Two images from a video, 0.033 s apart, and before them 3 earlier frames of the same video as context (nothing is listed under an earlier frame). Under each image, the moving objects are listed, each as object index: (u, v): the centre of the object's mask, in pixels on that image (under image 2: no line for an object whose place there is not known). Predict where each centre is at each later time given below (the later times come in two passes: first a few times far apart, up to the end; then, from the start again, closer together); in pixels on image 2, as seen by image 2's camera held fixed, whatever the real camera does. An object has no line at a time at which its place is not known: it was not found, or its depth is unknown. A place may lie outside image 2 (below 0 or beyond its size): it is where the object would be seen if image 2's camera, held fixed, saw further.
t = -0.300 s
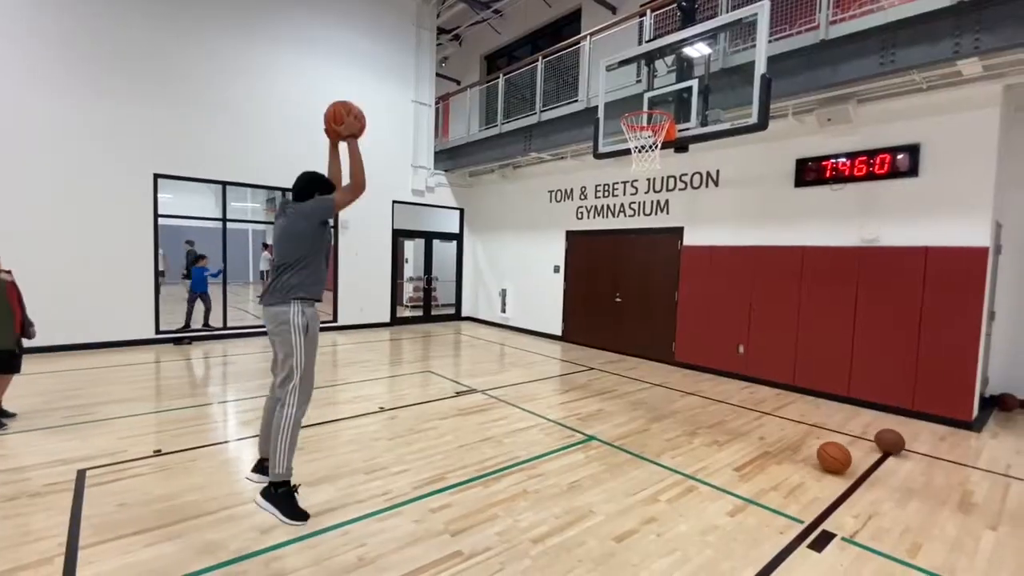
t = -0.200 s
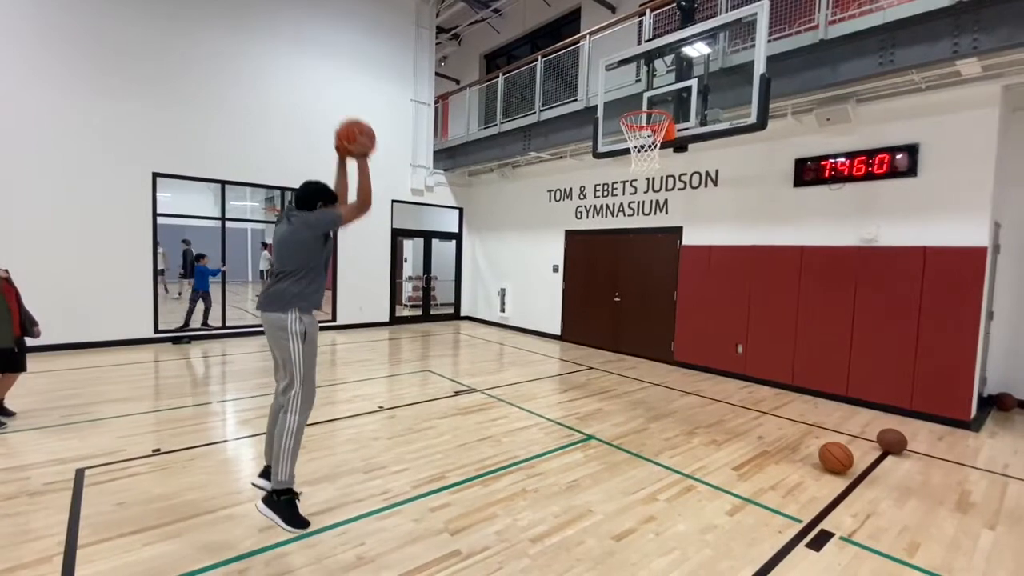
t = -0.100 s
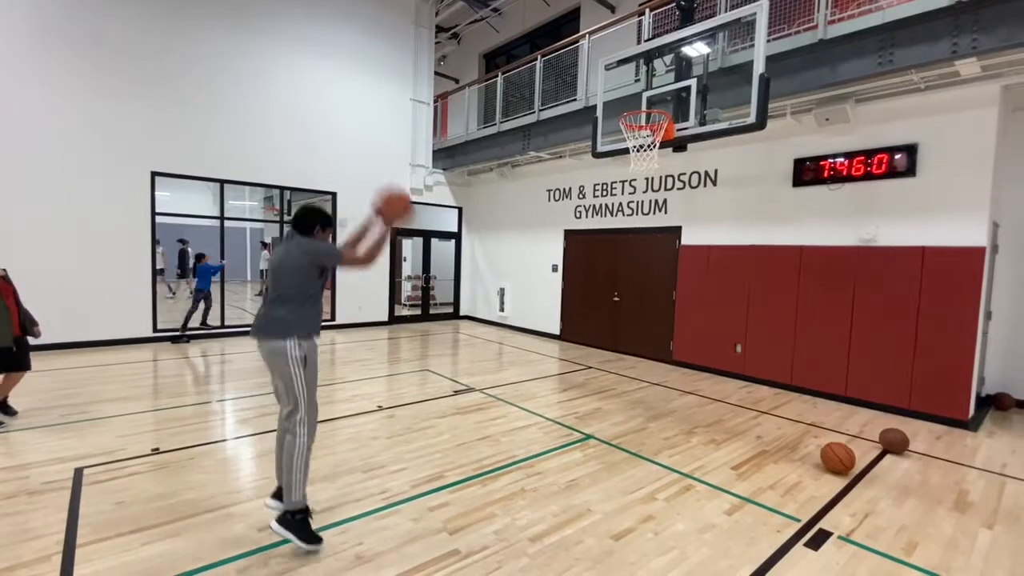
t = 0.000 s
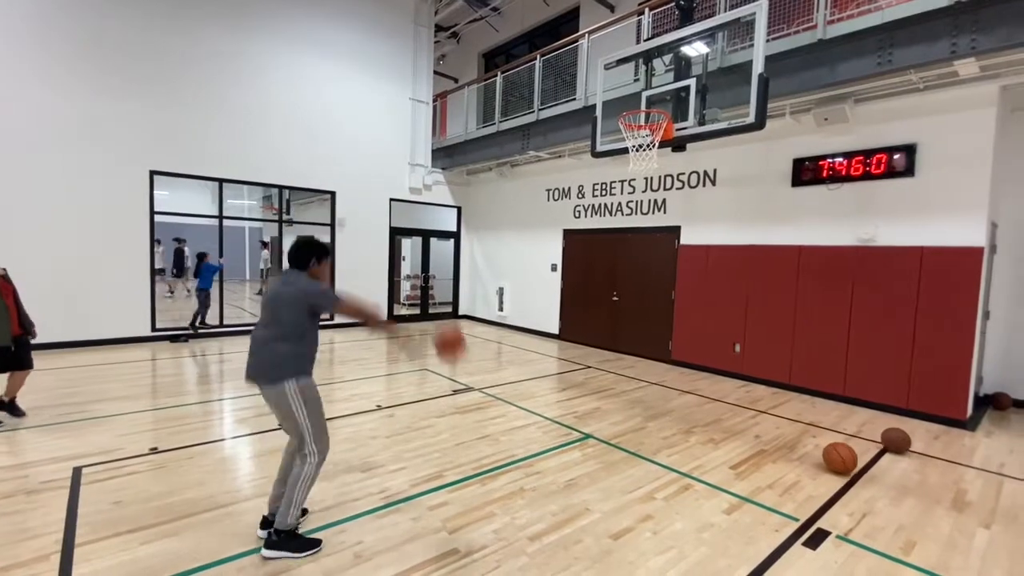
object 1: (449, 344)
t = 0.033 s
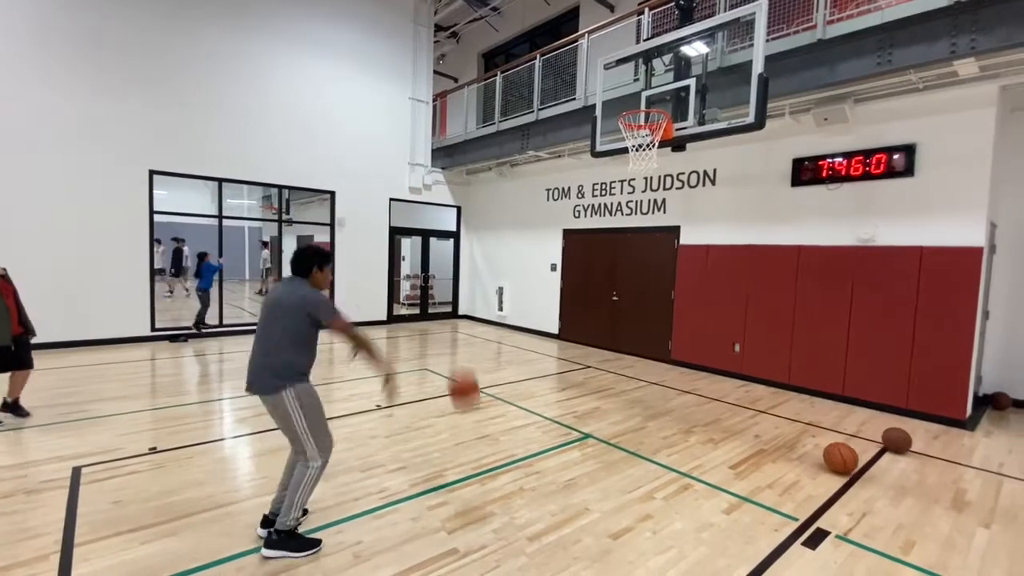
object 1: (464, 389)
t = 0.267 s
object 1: (525, 286)
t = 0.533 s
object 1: (579, 118)
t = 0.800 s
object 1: (622, 49)
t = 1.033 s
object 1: (653, 57)
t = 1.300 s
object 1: (655, 90)
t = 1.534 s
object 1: (632, 111)
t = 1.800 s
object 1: (665, 142)
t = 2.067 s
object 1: (646, 184)
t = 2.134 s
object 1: (640, 205)
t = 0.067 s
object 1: (477, 434)
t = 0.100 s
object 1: (488, 449)
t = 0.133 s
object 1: (496, 413)
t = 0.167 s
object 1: (503, 377)
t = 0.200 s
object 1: (511, 346)
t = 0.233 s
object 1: (518, 314)
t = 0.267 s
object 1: (525, 286)
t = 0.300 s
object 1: (532, 259)
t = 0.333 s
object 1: (539, 234)
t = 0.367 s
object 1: (546, 212)
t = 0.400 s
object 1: (553, 190)
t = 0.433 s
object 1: (559, 170)
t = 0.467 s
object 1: (566, 151)
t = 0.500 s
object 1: (573, 132)
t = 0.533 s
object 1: (579, 118)
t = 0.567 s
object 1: (584, 105)
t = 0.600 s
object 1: (591, 92)
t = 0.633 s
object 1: (596, 81)
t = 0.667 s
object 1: (601, 72)
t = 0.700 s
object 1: (607, 64)
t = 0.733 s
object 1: (612, 58)
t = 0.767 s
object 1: (617, 53)
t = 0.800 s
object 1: (622, 49)
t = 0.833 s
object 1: (627, 47)
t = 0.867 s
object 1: (632, 46)
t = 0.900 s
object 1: (636, 45)
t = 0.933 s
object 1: (640, 46)
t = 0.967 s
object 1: (645, 49)
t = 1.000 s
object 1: (649, 53)
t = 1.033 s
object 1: (653, 57)
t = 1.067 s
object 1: (657, 61)
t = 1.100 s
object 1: (661, 68)
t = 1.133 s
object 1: (664, 77)
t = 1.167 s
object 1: (665, 82)
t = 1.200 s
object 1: (663, 82)
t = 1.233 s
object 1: (661, 84)
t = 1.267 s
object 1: (658, 86)
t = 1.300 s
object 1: (655, 90)
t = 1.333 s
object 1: (652, 94)
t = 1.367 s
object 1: (648, 98)
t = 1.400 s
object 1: (646, 102)
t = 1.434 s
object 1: (643, 103)
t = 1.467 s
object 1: (639, 106)
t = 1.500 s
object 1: (635, 108)
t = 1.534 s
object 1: (632, 111)
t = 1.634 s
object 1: (644, 125)
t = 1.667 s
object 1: (649, 128)
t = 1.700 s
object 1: (656, 131)
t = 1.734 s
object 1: (663, 135)
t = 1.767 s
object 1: (665, 139)
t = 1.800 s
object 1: (665, 142)
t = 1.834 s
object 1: (661, 146)
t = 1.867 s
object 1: (660, 151)
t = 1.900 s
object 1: (659, 158)
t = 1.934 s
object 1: (657, 161)
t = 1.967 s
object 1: (655, 164)
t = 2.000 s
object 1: (652, 168)
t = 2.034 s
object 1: (649, 175)
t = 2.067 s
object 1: (646, 184)
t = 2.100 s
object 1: (643, 194)
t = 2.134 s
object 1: (640, 205)
